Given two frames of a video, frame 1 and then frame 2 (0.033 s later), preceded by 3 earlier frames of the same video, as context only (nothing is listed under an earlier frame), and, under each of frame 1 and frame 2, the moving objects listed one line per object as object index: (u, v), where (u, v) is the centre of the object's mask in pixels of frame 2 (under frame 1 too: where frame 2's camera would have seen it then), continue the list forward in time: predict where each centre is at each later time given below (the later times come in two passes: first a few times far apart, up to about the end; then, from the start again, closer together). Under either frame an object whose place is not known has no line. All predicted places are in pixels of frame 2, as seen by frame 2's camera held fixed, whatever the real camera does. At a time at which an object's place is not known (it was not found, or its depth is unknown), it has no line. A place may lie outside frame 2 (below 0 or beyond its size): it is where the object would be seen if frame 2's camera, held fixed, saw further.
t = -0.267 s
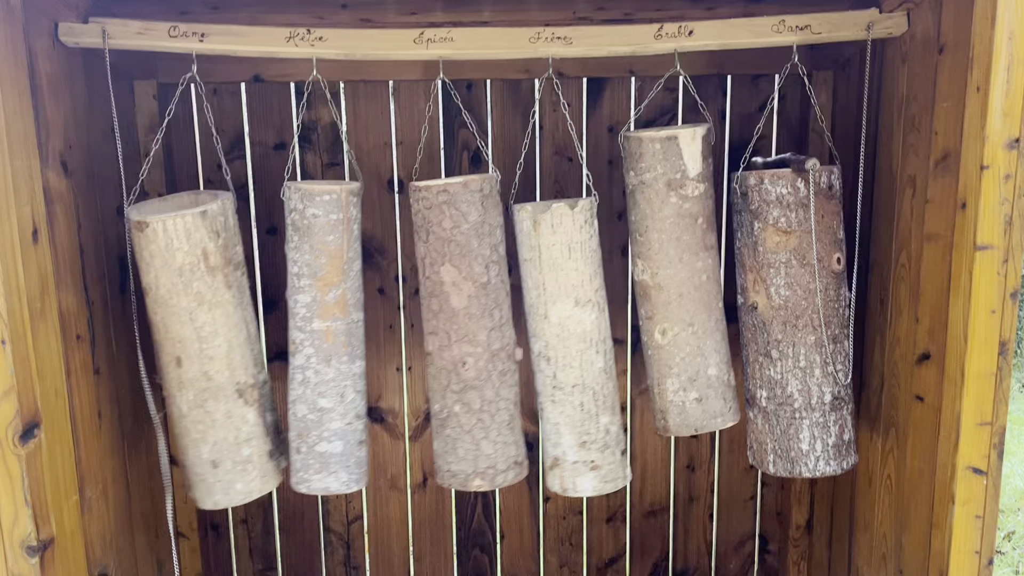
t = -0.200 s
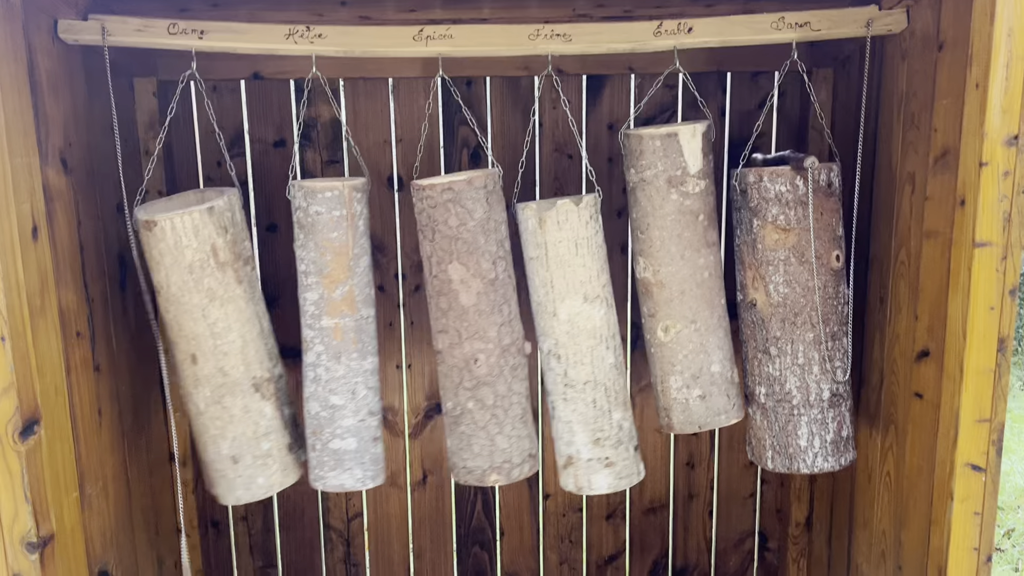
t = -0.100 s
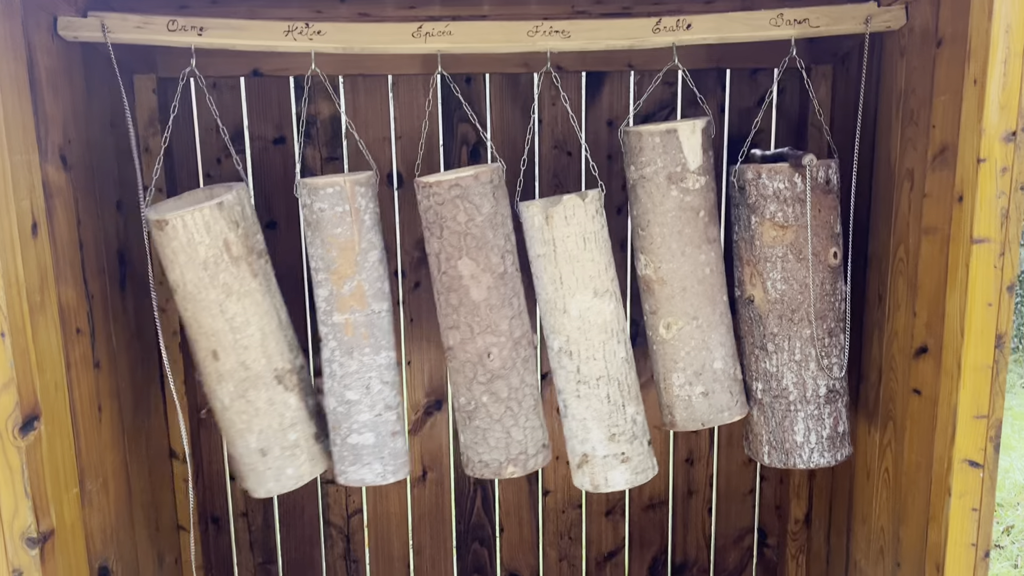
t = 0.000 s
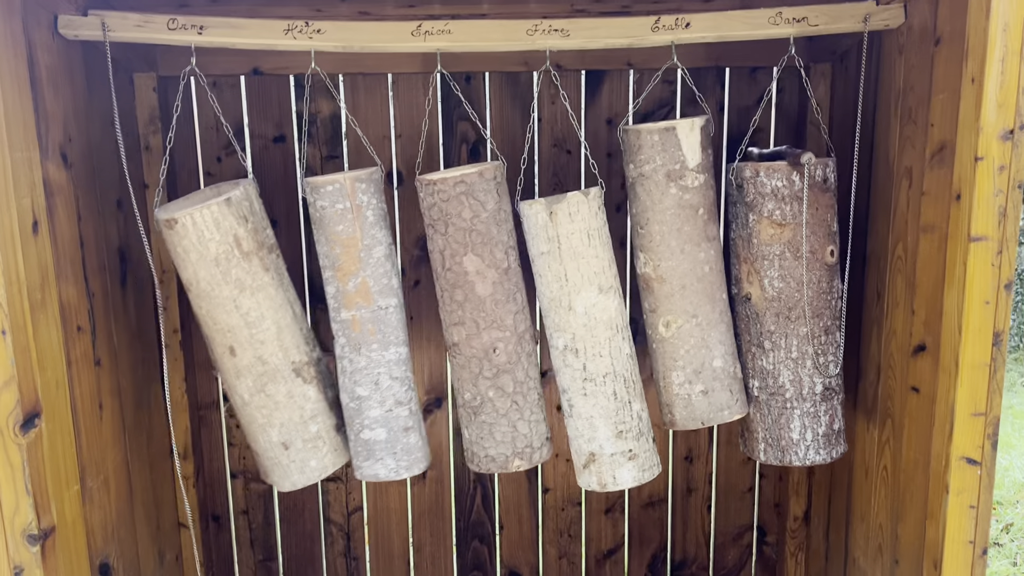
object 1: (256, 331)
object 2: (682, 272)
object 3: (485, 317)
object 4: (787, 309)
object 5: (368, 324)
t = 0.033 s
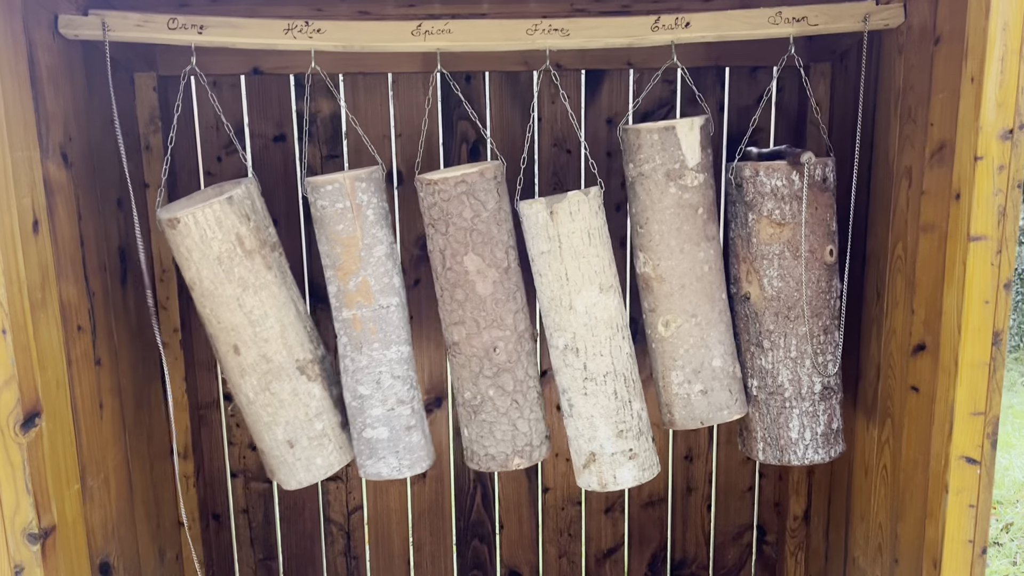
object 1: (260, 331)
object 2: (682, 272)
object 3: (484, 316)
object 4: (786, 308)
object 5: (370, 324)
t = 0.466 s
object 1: (229, 334)
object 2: (664, 273)
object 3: (436, 309)
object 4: (770, 315)
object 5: (338, 328)
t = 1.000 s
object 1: (167, 335)
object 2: (671, 270)
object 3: (432, 321)
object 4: (785, 313)
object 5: (286, 321)
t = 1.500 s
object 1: (251, 334)
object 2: (679, 273)
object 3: (478, 318)
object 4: (787, 310)
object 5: (363, 323)
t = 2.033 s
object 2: (661, 272)
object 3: (441, 312)
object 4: (773, 313)
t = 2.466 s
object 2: (677, 270)
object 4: (781, 322)
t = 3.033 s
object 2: (672, 273)
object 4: (781, 310)
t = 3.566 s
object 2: (665, 272)
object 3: (436, 313)
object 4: (774, 312)
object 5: (328, 327)
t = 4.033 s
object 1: (172, 334)
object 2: (677, 271)
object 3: (430, 320)
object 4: (792, 313)
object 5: (289, 321)
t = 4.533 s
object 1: (247, 335)
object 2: (668, 272)
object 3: (472, 317)
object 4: (774, 319)
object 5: (358, 323)
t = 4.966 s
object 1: (240, 332)
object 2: (668, 272)
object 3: (446, 314)
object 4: (772, 310)
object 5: (348, 326)
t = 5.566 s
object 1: (176, 335)
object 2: (674, 272)
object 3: (435, 321)
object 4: (789, 316)
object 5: (293, 321)
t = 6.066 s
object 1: (245, 334)
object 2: (669, 271)
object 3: (472, 316)
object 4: (770, 318)
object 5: (356, 324)
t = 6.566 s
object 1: (227, 334)
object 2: (667, 273)
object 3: (438, 313)
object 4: (770, 320)
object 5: (335, 326)
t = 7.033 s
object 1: (176, 335)
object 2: (675, 273)
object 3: (436, 322)
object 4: (788, 318)
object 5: (293, 323)
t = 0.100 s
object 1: (265, 329)
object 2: (681, 273)
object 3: (480, 314)
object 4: (784, 308)
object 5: (374, 323)
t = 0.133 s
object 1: (266, 329)
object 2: (680, 273)
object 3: (478, 314)
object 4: (783, 308)
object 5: (374, 323)
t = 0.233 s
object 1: (263, 329)
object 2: (676, 273)
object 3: (466, 312)
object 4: (772, 317)
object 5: (372, 323)
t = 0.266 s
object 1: (260, 329)
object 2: (674, 273)
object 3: (461, 312)
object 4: (771, 317)
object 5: (369, 324)
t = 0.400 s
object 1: (241, 332)
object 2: (667, 273)
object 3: (445, 310)
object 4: (770, 315)
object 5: (350, 327)
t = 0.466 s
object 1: (229, 334)
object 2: (664, 273)
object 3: (436, 309)
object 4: (770, 315)
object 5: (338, 328)
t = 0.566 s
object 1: (208, 334)
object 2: (662, 272)
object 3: (425, 309)
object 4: (774, 312)
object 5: (318, 327)
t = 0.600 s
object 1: (202, 334)
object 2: (661, 272)
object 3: (422, 310)
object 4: (775, 312)
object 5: (312, 326)
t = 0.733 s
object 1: (178, 334)
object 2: (661, 271)
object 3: (416, 313)
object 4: (775, 313)
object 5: (291, 323)
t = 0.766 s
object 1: (174, 334)
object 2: (662, 271)
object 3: (416, 314)
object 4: (776, 313)
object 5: (288, 323)
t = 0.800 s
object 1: (171, 335)
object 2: (663, 271)
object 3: (417, 315)
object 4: (777, 314)
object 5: (285, 322)
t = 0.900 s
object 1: (165, 334)
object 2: (667, 270)
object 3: (422, 318)
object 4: (782, 315)
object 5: (282, 320)
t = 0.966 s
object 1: (166, 334)
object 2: (670, 270)
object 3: (428, 320)
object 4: (784, 314)
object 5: (284, 320)
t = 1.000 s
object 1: (167, 335)
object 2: (671, 270)
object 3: (432, 321)
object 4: (785, 313)
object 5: (286, 321)
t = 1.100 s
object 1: (178, 337)
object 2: (676, 270)
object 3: (445, 324)
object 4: (787, 312)
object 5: (297, 322)
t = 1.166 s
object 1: (189, 339)
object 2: (679, 270)
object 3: (453, 324)
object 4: (788, 313)
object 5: (308, 323)
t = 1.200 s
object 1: (195, 339)
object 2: (680, 271)
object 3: (458, 323)
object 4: (791, 310)
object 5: (313, 324)
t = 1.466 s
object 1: (246, 335)
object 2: (680, 272)
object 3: (478, 319)
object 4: (781, 316)
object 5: (360, 323)
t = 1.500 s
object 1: (251, 334)
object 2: (679, 273)
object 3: (478, 318)
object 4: (787, 310)
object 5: (363, 323)
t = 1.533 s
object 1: (255, 333)
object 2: (678, 273)
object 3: (477, 317)
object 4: (778, 317)
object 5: (367, 323)
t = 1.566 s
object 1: (259, 332)
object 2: (677, 273)
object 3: (476, 317)
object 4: (777, 315)
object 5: (369, 323)
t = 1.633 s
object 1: (263, 330)
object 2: (674, 273)
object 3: (472, 316)
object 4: (773, 317)
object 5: (372, 322)
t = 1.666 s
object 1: (264, 330)
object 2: (672, 273)
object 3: (469, 315)
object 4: (772, 317)
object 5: (372, 323)
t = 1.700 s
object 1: (264, 329)
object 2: (670, 273)
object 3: (466, 314)
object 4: (771, 318)
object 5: (371, 323)
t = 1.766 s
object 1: (260, 330)
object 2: (667, 273)
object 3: (462, 313)
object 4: (776, 311)
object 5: (368, 324)
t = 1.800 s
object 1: (257, 330)
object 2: (666, 273)
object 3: (460, 312)
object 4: (775, 311)
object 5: (364, 324)
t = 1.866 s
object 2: (663, 273)
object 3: (455, 311)
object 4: (774, 312)
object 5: (356, 326)
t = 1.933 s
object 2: (662, 272)
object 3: (448, 311)
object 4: (773, 312)
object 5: (345, 327)
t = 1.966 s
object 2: (661, 272)
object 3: (446, 311)
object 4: (773, 312)
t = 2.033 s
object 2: (661, 272)
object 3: (441, 312)
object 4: (773, 313)
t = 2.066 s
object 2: (661, 272)
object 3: (438, 312)
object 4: (765, 323)
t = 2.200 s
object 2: (664, 271)
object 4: (769, 326)
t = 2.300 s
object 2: (669, 270)
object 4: (773, 325)
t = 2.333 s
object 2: (670, 270)
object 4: (775, 322)
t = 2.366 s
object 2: (672, 270)
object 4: (776, 322)
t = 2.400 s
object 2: (674, 270)
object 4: (778, 321)
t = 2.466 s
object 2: (677, 270)
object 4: (781, 322)
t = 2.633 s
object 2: (682, 271)
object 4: (786, 316)
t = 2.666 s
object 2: (682, 271)
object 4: (786, 316)
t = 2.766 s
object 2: (682, 272)
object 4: (787, 314)
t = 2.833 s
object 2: (680, 272)
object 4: (790, 310)
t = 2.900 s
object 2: (678, 273)
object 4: (785, 312)
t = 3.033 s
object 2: (672, 273)
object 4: (781, 310)
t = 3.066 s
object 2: (670, 273)
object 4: (780, 310)
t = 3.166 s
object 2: (665, 273)
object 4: (776, 310)
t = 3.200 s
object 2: (664, 273)
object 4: (778, 308)
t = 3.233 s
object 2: (663, 273)
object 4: (774, 310)
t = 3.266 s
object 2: (662, 273)
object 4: (776, 309)
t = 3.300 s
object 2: (662, 272)
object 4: (772, 311)
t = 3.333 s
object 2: (661, 272)
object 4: (771, 313)
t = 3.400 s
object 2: (661, 272)
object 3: (454, 313)
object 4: (769, 313)
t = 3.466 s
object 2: (662, 272)
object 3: (447, 313)
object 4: (769, 314)
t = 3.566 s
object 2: (665, 272)
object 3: (436, 313)
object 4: (774, 312)
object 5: (328, 327)
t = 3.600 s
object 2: (666, 272)
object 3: (434, 314)
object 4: (774, 313)
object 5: (322, 326)
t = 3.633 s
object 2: (668, 271)
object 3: (431, 314)
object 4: (770, 317)
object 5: (316, 327)
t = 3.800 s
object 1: (180, 334)
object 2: (673, 271)
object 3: (422, 315)
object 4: (776, 321)
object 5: (294, 323)
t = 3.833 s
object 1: (177, 334)
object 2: (674, 271)
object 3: (422, 316)
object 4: (777, 322)
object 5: (291, 322)
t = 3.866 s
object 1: (174, 333)
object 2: (675, 271)
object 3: (422, 317)
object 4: (779, 322)
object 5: (289, 322)
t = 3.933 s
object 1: (171, 333)
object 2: (676, 271)
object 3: (423, 318)
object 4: (781, 324)
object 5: (287, 321)
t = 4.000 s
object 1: (171, 334)
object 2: (676, 271)
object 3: (427, 319)
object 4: (792, 314)
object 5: (288, 321)
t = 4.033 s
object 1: (172, 334)
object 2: (677, 271)
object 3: (430, 320)
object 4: (792, 313)
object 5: (289, 321)
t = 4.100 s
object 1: (178, 335)
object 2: (677, 272)
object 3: (436, 321)
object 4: (794, 314)
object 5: (295, 322)
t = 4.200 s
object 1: (191, 337)
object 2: (676, 272)
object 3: (446, 321)
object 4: (794, 313)
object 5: (308, 323)
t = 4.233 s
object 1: (196, 337)
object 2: (675, 272)
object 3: (450, 321)
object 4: (794, 312)
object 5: (313, 324)
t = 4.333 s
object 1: (214, 338)
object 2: (673, 273)
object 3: (461, 321)
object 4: (791, 312)
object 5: (329, 325)
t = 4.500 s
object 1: (242, 336)
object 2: (669, 272)
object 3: (471, 318)
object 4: (784, 311)
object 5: (354, 324)
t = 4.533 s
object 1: (247, 335)
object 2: (668, 272)
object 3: (472, 317)
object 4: (774, 319)
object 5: (358, 323)
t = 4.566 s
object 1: (251, 334)
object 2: (667, 272)
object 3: (472, 316)
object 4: (773, 317)
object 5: (361, 323)
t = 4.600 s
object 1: (254, 333)
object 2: (667, 272)
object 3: (472, 316)
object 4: (772, 317)
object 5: (364, 323)
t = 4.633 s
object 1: (257, 332)
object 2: (666, 272)
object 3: (471, 315)
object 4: (770, 318)
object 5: (366, 323)
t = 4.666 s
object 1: (258, 331)
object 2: (666, 272)
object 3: (470, 315)
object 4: (769, 316)
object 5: (367, 323)
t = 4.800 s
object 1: (257, 331)
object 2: (666, 272)
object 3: (461, 314)
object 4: (766, 314)
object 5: (365, 324)
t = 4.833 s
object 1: (255, 331)
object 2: (666, 272)
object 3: (458, 313)
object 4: (766, 314)
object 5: (363, 324)
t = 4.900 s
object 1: (249, 331)
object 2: (667, 272)
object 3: (451, 313)
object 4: (766, 313)
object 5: (357, 325)
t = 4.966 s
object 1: (240, 332)
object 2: (668, 272)
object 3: (446, 314)
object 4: (772, 310)
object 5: (348, 326)
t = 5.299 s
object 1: (186, 334)
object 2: (672, 272)
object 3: (422, 316)
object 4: (782, 314)
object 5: (300, 324)
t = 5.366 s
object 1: (179, 333)
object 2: (673, 272)
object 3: (423, 317)
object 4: (785, 315)
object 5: (294, 323)
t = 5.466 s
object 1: (174, 333)
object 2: (674, 272)
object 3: (427, 320)
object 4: (788, 316)
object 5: (290, 322)
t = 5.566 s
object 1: (176, 335)
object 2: (674, 272)
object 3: (435, 321)
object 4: (789, 316)
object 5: (293, 321)
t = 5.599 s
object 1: (178, 335)
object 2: (674, 272)
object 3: (439, 322)
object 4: (789, 316)
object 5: (295, 322)
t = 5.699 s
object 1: (188, 336)
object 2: (674, 272)
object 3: (449, 321)
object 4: (787, 316)
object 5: (305, 323)
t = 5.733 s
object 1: (193, 337)
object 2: (674, 272)
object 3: (452, 322)
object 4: (787, 318)
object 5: (309, 323)
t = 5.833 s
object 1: (209, 337)
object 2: (673, 271)
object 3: (463, 321)
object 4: (783, 318)
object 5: (324, 324)
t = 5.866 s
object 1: (215, 337)
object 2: (672, 271)
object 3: (466, 320)
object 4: (781, 318)
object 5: (329, 324)
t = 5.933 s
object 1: (226, 337)
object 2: (671, 271)
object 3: (470, 319)
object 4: (777, 320)
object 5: (339, 324)
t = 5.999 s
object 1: (237, 336)
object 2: (670, 271)
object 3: (472, 317)
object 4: (774, 318)
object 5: (348, 324)
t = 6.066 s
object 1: (245, 334)
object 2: (669, 271)
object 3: (472, 316)
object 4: (770, 318)
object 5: (356, 324)
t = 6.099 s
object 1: (249, 334)
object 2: (669, 271)
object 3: (472, 316)
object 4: (768, 319)
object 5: (359, 323)
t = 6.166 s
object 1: (254, 332)
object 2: (668, 271)
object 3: (469, 315)
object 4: (765, 318)
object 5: (363, 323)
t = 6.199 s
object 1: (256, 332)
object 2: (668, 271)
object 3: (467, 314)
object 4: (764, 318)
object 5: (365, 323)
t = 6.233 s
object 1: (257, 332)
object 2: (668, 271)
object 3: (465, 314)
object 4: (764, 318)
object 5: (365, 323)
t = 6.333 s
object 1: (255, 332)
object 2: (667, 272)
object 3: (457, 313)
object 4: (763, 319)
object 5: (363, 324)
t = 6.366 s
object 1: (253, 332)
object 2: (667, 272)
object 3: (454, 313)
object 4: (763, 321)
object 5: (361, 324)
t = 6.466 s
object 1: (242, 333)
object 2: (667, 273)
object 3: (446, 313)
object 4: (774, 313)
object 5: (350, 326)
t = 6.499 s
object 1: (237, 333)
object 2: (667, 273)
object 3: (443, 313)
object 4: (767, 320)
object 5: (345, 326)
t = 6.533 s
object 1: (232, 333)
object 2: (667, 273)
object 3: (440, 313)
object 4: (776, 313)
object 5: (340, 326)
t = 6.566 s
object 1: (227, 334)
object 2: (667, 273)
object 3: (438, 313)
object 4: (770, 320)
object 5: (335, 326)
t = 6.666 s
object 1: (210, 335)
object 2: (669, 273)
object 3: (431, 315)
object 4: (782, 313)
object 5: (321, 327)
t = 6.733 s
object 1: (200, 335)
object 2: (670, 273)
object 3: (429, 316)
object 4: (779, 321)
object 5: (311, 326)
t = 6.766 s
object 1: (195, 335)
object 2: (671, 273)
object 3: (428, 317)
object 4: (780, 320)
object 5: (307, 326)
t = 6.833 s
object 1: (186, 334)
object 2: (672, 273)
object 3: (428, 318)
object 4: (783, 320)
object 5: (300, 325)
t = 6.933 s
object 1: (177, 335)
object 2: (674, 273)
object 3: (430, 320)
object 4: (787, 320)
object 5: (293, 324)
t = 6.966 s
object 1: (176, 334)
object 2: (675, 273)
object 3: (432, 321)
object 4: (787, 320)
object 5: (292, 323)
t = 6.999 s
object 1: (176, 335)
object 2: (675, 273)
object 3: (434, 321)
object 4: (788, 320)
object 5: (292, 323)
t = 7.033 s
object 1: (176, 335)
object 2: (675, 273)
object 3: (436, 322)
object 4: (788, 318)
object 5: (293, 323)
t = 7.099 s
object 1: (178, 336)
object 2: (675, 272)
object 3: (440, 323)
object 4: (788, 318)
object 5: (295, 323)
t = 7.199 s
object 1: (187, 337)
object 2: (675, 272)
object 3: (448, 322)
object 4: (786, 318)
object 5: (304, 324)
